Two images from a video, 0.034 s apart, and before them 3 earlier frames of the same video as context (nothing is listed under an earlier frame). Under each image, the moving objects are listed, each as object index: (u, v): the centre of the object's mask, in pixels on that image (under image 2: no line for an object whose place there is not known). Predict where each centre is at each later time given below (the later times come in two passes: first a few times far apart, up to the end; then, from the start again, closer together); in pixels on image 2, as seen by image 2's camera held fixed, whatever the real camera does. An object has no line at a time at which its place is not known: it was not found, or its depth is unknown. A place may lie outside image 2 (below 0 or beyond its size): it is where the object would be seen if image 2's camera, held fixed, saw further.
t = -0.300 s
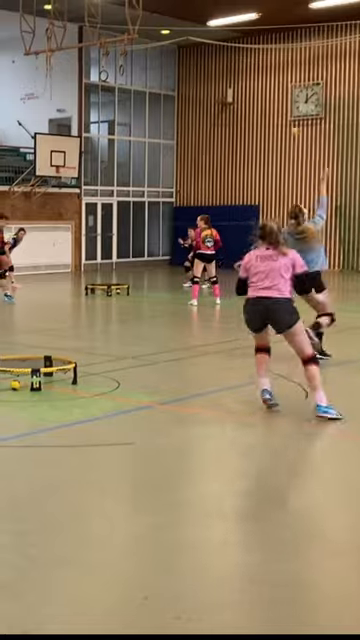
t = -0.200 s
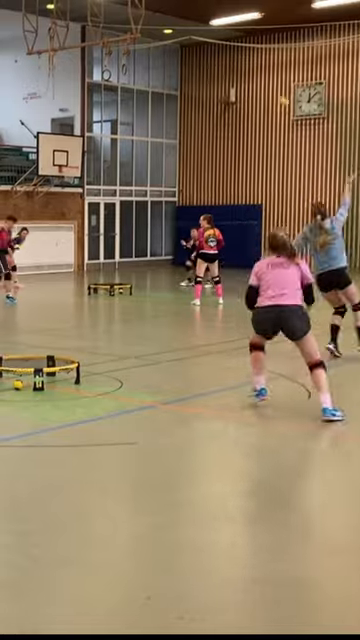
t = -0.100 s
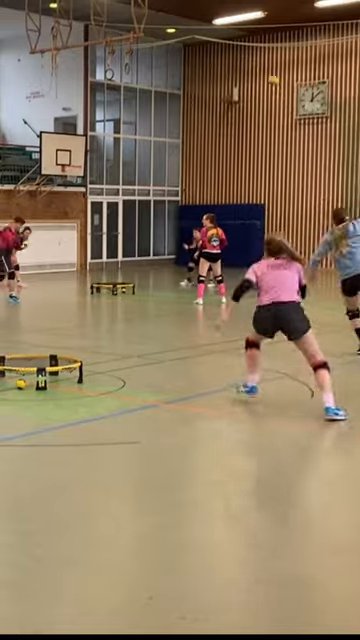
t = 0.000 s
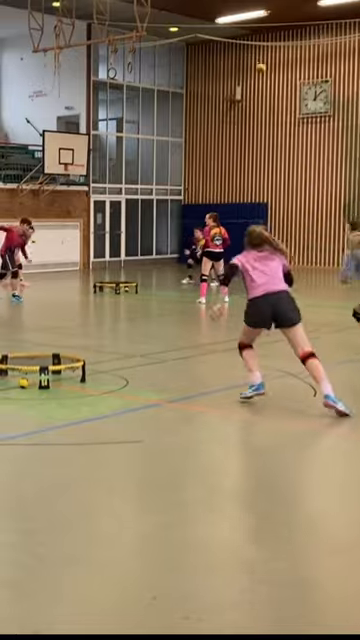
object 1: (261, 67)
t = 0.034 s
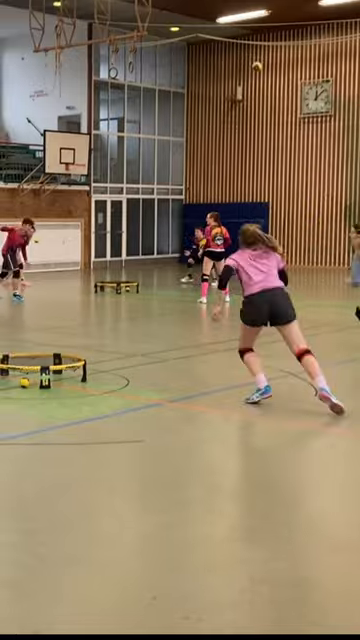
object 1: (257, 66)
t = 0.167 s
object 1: (237, 71)
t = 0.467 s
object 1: (191, 143)
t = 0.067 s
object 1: (252, 65)
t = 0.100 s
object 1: (247, 66)
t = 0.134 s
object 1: (242, 68)
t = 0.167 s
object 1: (237, 71)
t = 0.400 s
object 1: (201, 119)
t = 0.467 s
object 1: (191, 143)
